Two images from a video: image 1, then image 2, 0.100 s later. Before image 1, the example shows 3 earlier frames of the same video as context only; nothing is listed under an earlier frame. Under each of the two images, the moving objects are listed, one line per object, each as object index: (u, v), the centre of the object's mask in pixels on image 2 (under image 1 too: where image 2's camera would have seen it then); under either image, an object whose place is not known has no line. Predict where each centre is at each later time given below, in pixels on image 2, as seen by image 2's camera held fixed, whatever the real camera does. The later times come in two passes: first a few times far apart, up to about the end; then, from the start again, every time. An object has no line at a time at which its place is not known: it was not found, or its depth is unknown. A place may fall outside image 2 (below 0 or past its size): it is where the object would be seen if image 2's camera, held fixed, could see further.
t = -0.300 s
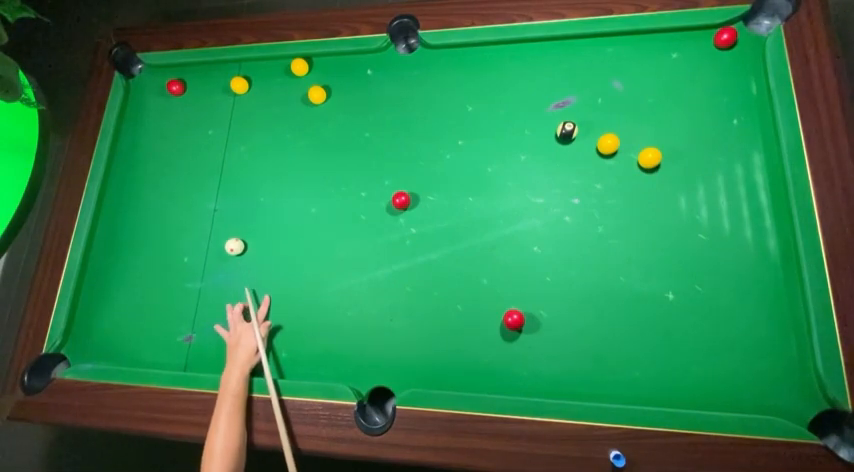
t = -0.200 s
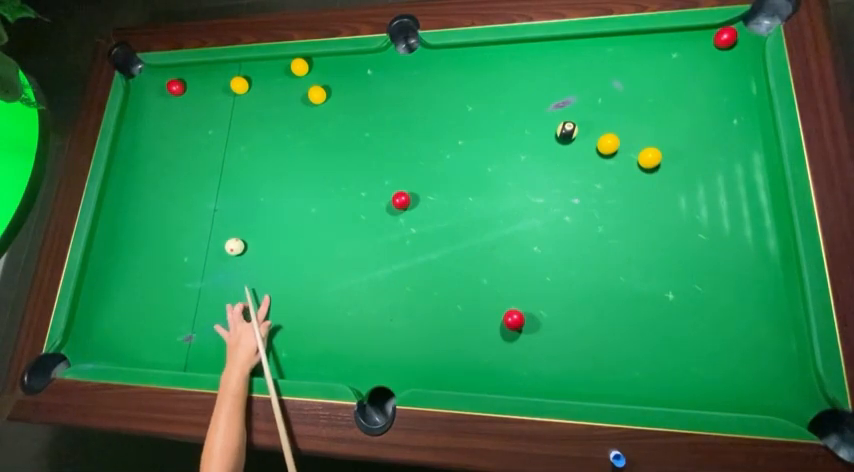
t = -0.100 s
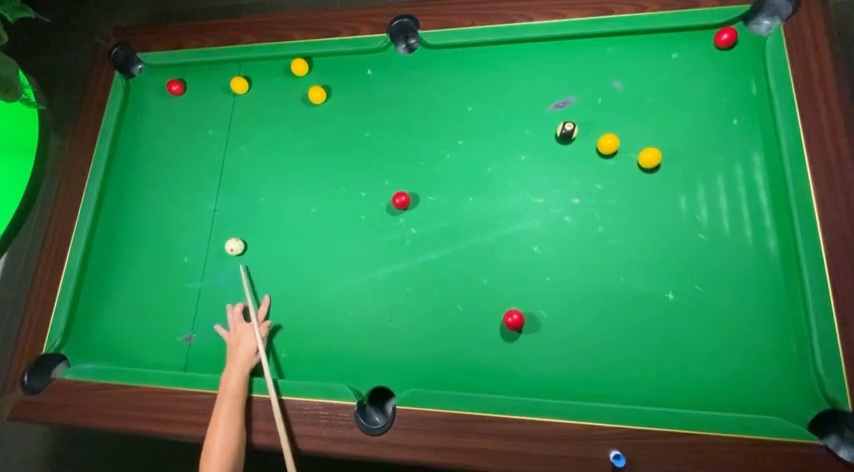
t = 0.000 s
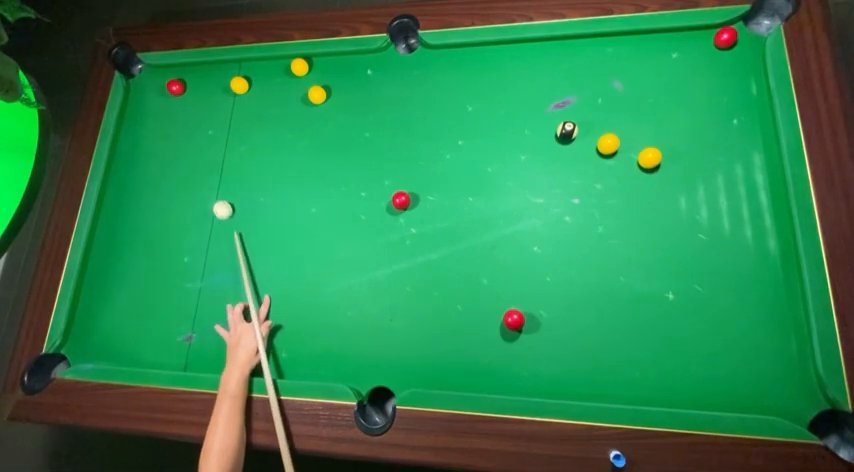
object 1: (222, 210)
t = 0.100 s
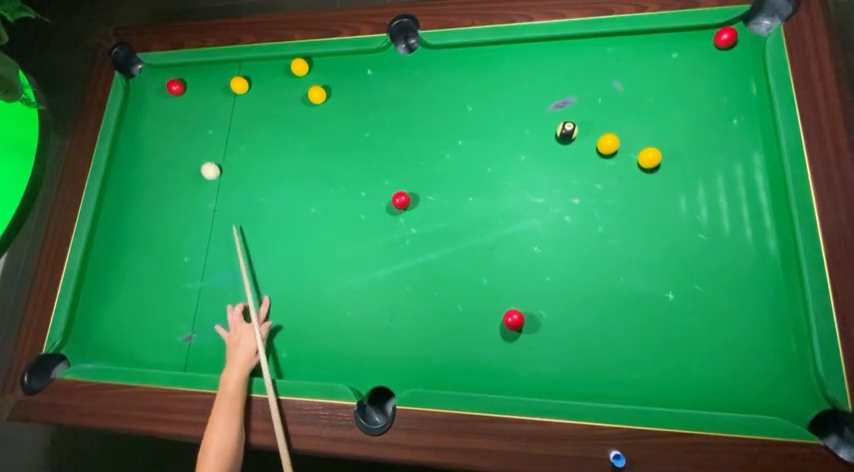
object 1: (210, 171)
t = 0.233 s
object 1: (197, 129)
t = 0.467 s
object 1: (197, 74)
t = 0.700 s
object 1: (207, 92)
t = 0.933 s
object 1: (215, 121)
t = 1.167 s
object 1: (224, 150)
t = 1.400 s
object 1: (234, 179)
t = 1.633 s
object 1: (243, 208)
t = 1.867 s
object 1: (253, 236)
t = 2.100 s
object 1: (263, 264)
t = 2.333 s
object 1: (272, 291)
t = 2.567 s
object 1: (281, 318)
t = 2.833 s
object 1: (292, 348)
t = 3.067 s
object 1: (301, 369)
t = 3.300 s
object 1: (309, 354)
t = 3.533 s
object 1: (317, 341)
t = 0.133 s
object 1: (207, 160)
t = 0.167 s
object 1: (204, 149)
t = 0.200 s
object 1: (200, 139)
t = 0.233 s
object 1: (197, 129)
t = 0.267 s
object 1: (194, 119)
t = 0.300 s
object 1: (191, 109)
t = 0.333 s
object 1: (189, 100)
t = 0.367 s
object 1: (188, 92)
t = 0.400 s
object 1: (191, 86)
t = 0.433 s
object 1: (194, 80)
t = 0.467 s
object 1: (197, 74)
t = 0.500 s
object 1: (200, 68)
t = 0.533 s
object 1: (201, 72)
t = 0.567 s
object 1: (202, 76)
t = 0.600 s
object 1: (203, 80)
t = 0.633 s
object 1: (204, 84)
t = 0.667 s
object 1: (206, 88)
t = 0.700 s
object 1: (207, 92)
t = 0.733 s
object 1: (208, 97)
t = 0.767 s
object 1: (209, 101)
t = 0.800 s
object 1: (211, 105)
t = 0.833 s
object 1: (212, 109)
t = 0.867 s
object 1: (213, 113)
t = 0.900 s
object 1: (214, 117)
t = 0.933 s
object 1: (215, 121)
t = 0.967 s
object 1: (217, 125)
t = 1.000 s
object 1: (218, 130)
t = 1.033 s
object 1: (219, 134)
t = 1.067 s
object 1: (221, 138)
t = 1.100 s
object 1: (222, 142)
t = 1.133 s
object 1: (223, 146)
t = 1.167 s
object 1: (224, 150)
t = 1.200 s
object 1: (226, 154)
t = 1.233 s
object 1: (227, 158)
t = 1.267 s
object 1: (229, 162)
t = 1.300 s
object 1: (230, 166)
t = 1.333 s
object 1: (231, 171)
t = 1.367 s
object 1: (232, 175)
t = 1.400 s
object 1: (234, 179)
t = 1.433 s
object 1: (235, 183)
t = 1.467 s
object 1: (236, 187)
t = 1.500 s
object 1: (238, 191)
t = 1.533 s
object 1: (239, 195)
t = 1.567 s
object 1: (240, 199)
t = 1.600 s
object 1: (242, 203)
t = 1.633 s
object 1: (243, 208)
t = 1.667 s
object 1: (244, 212)
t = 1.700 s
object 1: (246, 216)
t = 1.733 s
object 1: (247, 220)
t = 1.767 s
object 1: (249, 224)
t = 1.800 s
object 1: (250, 228)
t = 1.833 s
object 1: (251, 232)
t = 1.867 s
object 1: (253, 236)
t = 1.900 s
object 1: (254, 240)
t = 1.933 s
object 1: (256, 244)
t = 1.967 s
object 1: (257, 248)
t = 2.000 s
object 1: (258, 252)
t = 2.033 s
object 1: (260, 256)
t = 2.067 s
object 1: (261, 260)
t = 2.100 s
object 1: (263, 264)
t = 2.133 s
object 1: (264, 268)
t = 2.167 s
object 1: (265, 272)
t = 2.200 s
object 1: (267, 276)
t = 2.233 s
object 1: (268, 280)
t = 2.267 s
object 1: (270, 284)
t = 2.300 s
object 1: (271, 287)
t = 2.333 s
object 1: (272, 291)
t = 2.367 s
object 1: (273, 295)
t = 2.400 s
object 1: (275, 299)
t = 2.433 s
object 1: (276, 303)
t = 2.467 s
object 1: (277, 307)
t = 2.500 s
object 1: (279, 311)
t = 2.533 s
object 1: (280, 315)
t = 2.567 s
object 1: (281, 318)
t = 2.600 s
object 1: (283, 322)
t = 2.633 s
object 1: (284, 326)
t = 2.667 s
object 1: (285, 330)
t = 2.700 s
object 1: (287, 333)
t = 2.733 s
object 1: (288, 337)
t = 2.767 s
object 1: (289, 341)
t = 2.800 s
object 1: (290, 345)
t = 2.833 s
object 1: (292, 348)
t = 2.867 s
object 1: (293, 352)
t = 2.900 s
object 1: (294, 356)
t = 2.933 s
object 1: (296, 359)
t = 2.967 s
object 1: (297, 363)
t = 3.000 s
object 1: (298, 366)
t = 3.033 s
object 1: (299, 370)
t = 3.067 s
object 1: (301, 369)
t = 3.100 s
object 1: (302, 367)
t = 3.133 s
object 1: (303, 364)
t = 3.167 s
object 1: (305, 363)
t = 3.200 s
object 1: (306, 360)
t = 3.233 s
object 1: (307, 358)
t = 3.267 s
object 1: (308, 356)
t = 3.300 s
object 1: (309, 354)
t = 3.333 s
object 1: (311, 352)
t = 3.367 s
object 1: (312, 350)
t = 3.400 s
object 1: (313, 348)
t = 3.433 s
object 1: (314, 346)
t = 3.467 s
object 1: (315, 344)
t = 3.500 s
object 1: (316, 342)
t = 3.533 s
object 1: (317, 341)
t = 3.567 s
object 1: (318, 339)
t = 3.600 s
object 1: (319, 337)
